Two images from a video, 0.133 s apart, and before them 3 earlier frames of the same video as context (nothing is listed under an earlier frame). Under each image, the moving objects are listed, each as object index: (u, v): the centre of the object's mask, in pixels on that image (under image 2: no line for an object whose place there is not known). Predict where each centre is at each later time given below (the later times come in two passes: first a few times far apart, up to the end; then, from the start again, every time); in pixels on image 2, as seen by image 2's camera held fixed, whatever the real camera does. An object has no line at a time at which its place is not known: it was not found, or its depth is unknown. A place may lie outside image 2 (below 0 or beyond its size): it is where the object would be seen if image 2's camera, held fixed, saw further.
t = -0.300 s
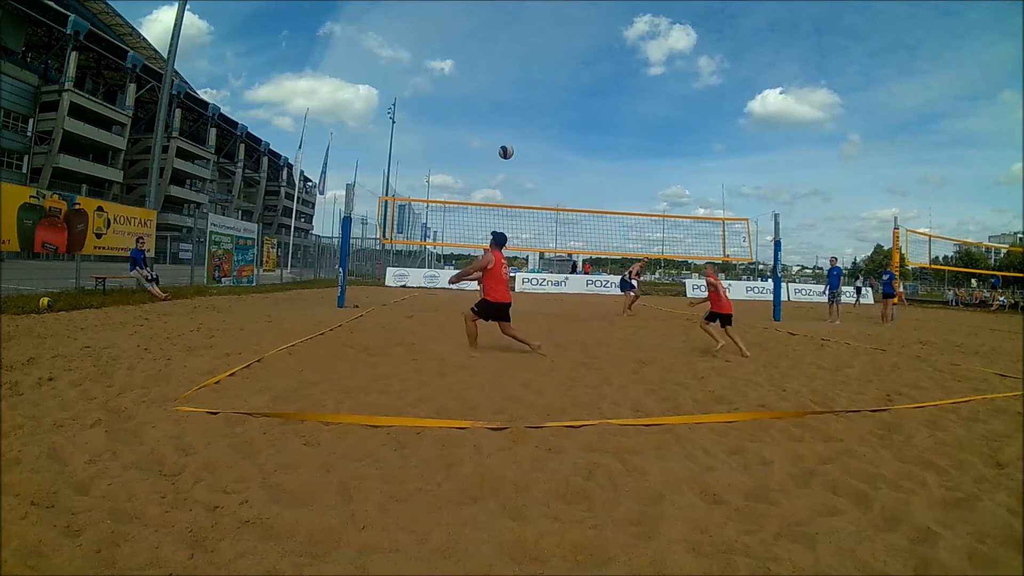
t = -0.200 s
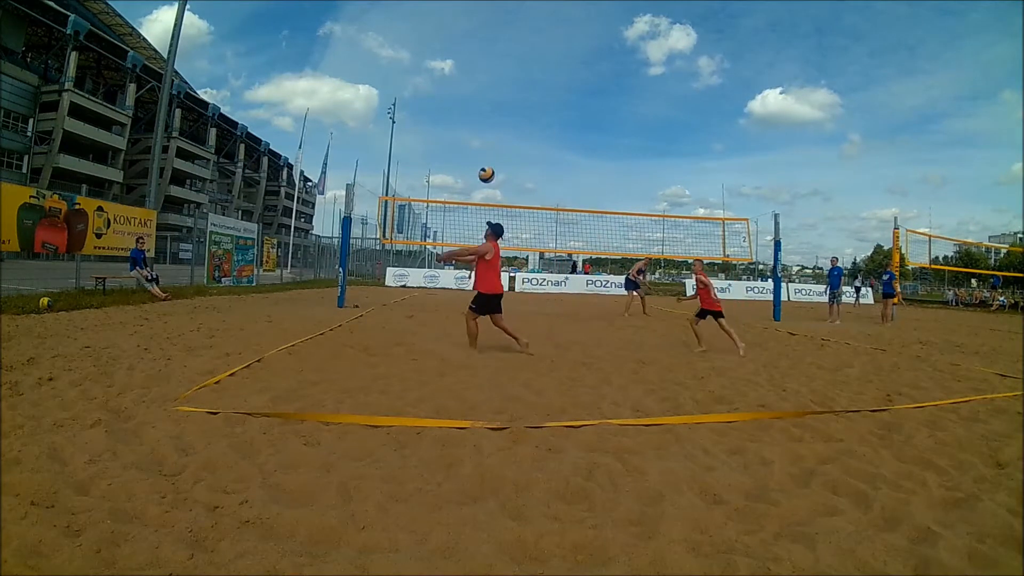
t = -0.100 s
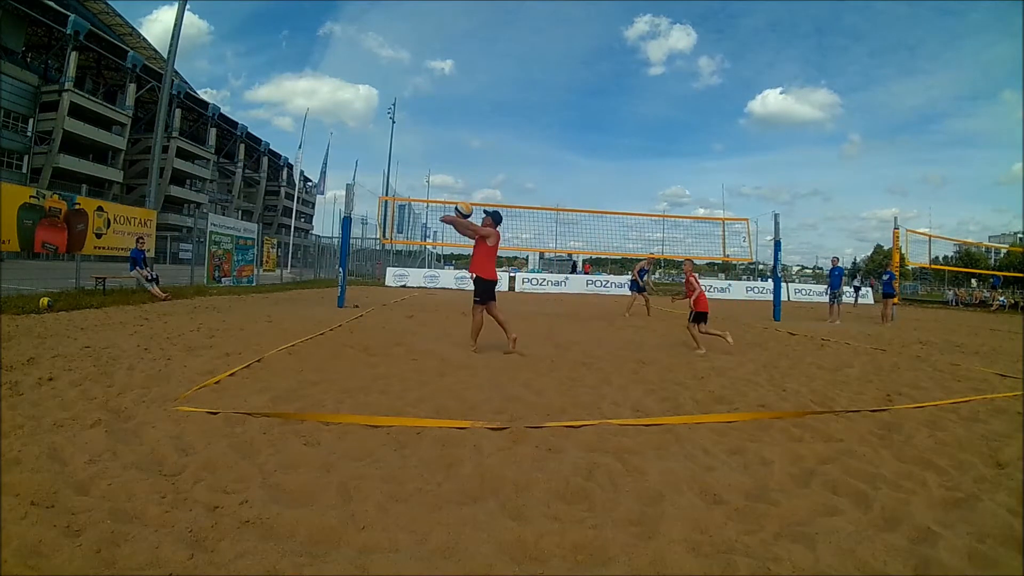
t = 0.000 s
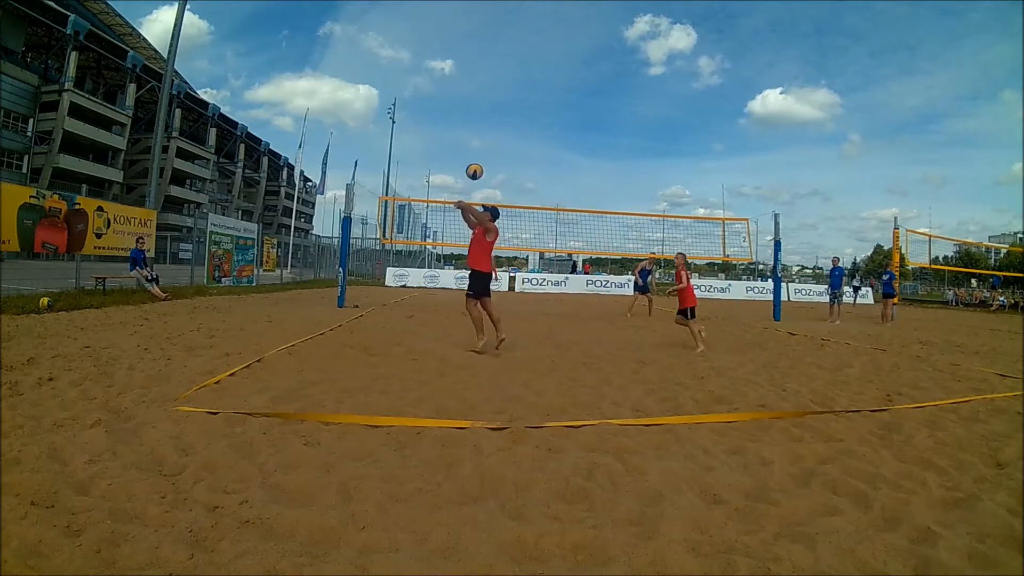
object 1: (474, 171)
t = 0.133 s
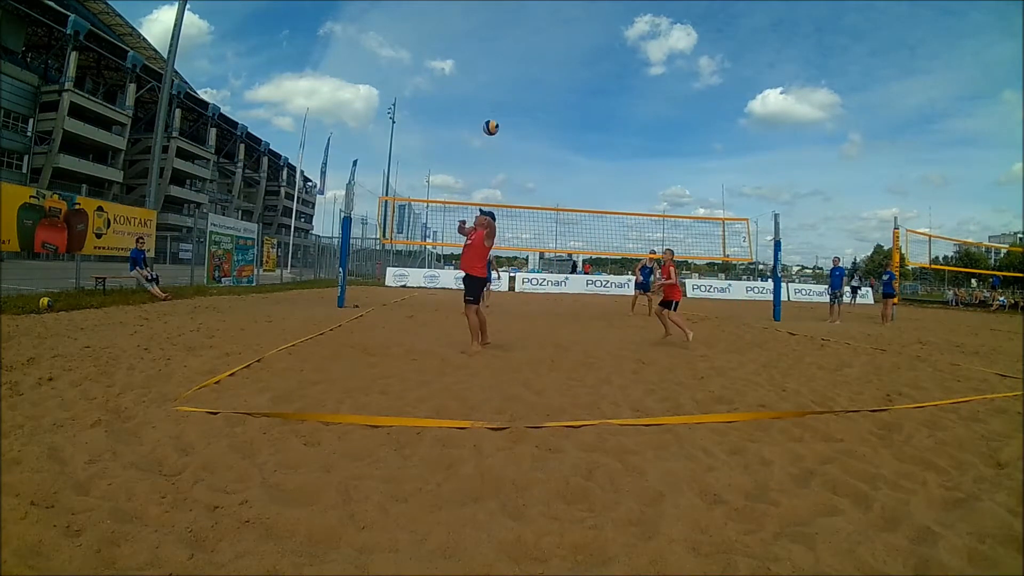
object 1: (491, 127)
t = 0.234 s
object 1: (501, 107)
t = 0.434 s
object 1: (518, 89)
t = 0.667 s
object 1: (534, 101)
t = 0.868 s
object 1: (544, 131)
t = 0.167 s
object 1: (494, 119)
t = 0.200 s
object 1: (498, 113)
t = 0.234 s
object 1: (501, 107)
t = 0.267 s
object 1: (504, 102)
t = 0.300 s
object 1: (507, 98)
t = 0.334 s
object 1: (510, 95)
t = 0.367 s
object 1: (513, 92)
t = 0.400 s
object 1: (516, 90)
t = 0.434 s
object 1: (518, 89)
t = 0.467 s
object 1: (521, 89)
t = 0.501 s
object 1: (523, 89)
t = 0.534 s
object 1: (526, 90)
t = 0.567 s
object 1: (528, 92)
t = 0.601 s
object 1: (530, 94)
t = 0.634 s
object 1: (532, 97)
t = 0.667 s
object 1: (534, 101)
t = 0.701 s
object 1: (536, 104)
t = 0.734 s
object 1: (537, 109)
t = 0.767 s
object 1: (539, 113)
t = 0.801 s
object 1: (541, 118)
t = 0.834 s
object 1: (542, 124)
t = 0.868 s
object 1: (544, 131)
